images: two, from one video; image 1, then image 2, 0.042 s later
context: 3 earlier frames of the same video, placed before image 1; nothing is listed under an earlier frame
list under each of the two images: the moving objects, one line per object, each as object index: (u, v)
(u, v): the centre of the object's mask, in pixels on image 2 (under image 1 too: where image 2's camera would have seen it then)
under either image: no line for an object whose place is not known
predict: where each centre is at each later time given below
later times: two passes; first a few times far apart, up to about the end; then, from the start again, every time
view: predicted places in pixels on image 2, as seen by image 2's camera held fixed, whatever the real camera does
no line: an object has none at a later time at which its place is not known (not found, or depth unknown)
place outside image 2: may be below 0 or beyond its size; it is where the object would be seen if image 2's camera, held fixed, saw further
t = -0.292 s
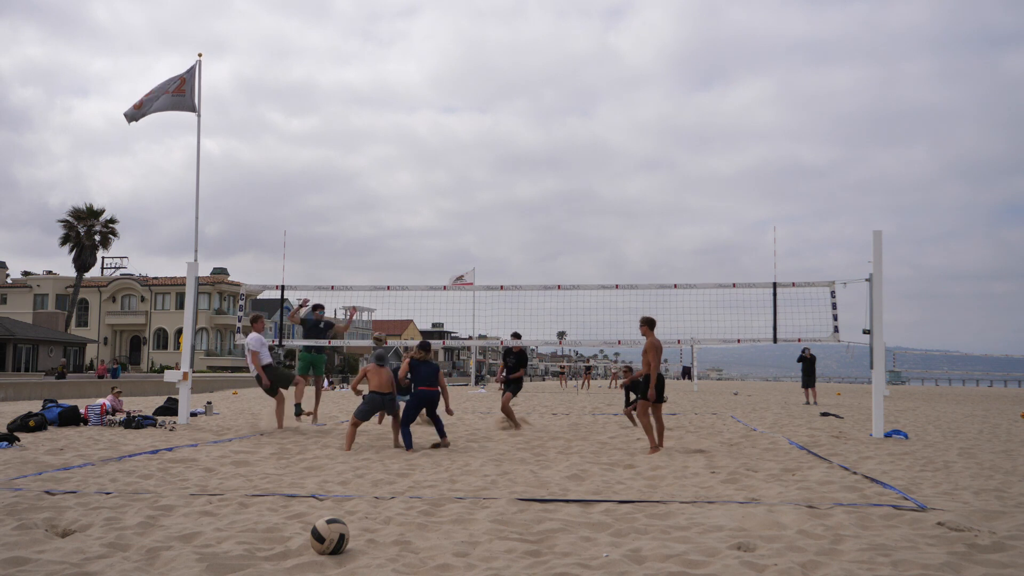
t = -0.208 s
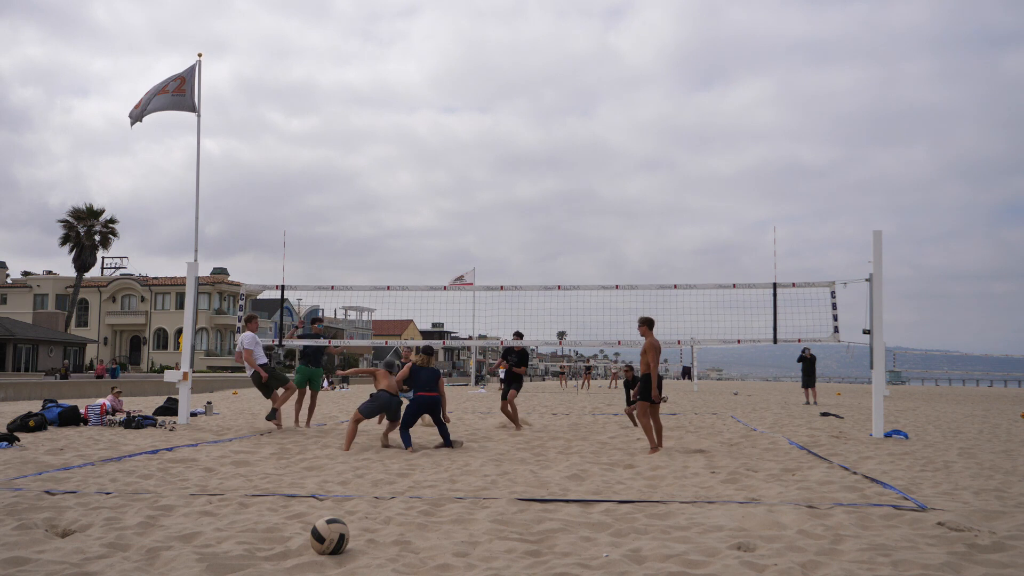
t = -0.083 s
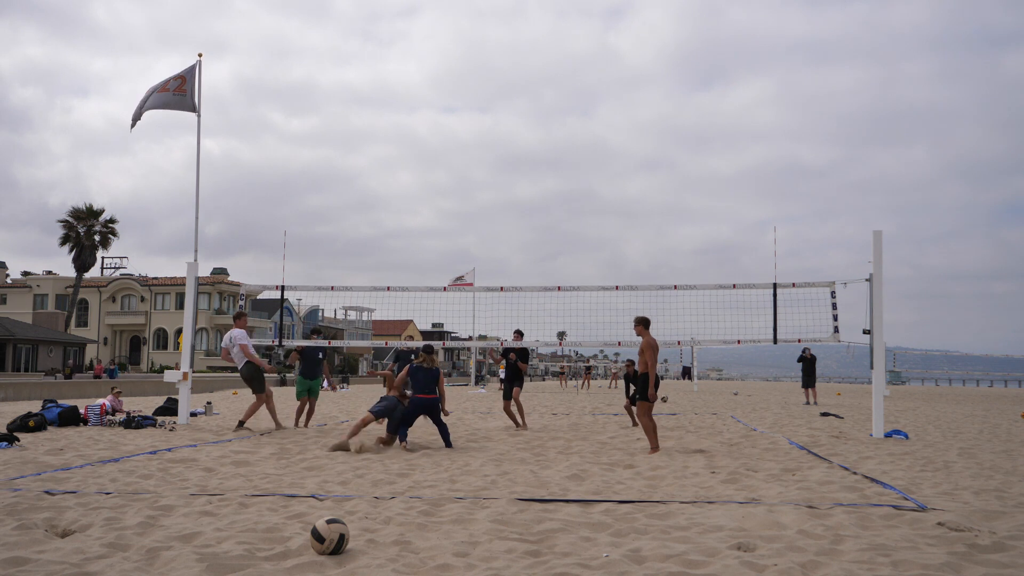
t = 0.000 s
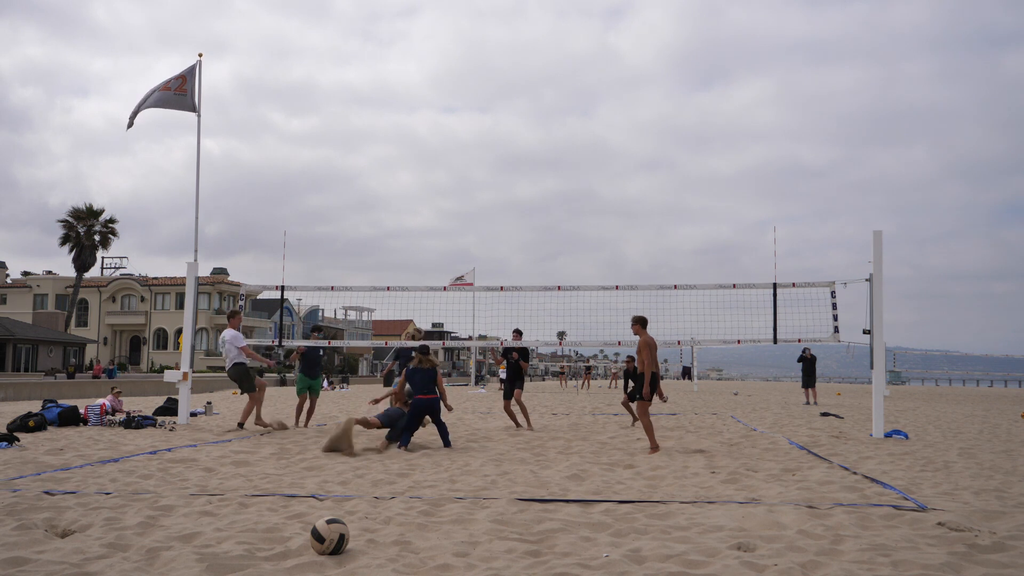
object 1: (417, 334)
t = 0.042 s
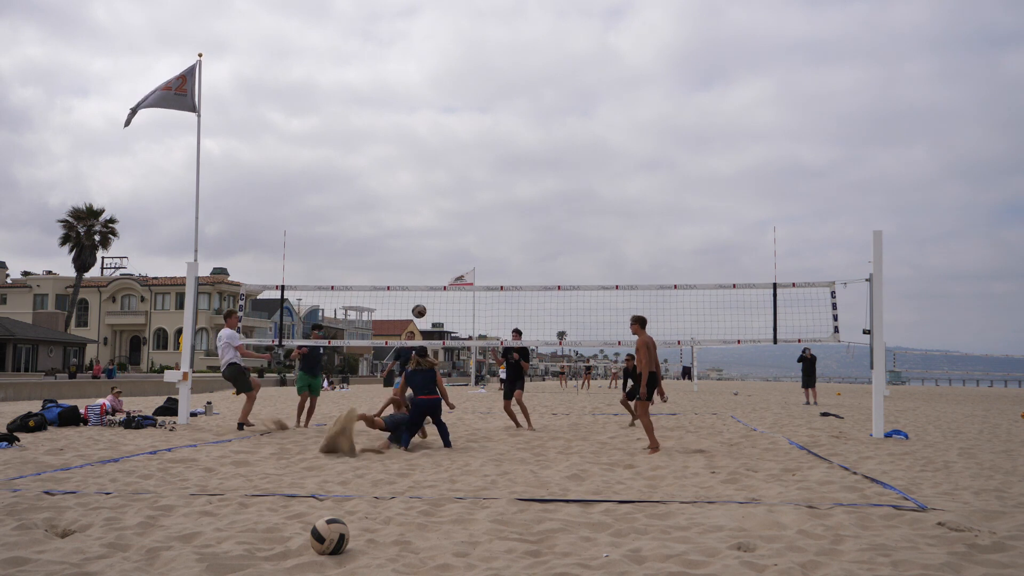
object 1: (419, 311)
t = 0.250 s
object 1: (428, 214)
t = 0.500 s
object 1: (434, 133)
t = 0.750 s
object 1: (437, 92)
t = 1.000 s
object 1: (436, 91)
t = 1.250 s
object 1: (433, 134)
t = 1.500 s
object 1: (426, 221)
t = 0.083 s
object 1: (421, 289)
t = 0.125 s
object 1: (423, 269)
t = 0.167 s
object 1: (425, 249)
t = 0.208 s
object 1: (426, 231)
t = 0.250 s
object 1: (428, 214)
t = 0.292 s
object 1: (429, 197)
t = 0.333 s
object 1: (430, 182)
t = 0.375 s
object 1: (432, 168)
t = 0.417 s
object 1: (433, 155)
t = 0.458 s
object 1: (433, 144)
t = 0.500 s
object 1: (434, 133)
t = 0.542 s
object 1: (435, 123)
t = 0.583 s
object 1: (435, 115)
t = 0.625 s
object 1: (436, 107)
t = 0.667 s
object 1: (436, 101)
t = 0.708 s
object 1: (436, 96)
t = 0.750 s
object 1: (437, 92)
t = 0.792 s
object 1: (437, 89)
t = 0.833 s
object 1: (437, 87)
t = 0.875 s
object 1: (437, 87)
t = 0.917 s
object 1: (437, 87)
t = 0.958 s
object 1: (437, 89)
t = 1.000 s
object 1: (436, 91)
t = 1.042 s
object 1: (436, 95)
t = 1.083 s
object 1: (436, 101)
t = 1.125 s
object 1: (435, 107)
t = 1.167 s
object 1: (435, 115)
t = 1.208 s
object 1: (434, 124)
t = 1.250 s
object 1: (433, 134)
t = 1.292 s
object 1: (432, 145)
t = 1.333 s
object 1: (431, 158)
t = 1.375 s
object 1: (430, 172)
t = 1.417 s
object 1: (429, 187)
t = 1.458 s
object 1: (428, 204)
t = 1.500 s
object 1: (426, 221)
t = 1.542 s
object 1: (425, 241)
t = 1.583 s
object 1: (423, 261)
